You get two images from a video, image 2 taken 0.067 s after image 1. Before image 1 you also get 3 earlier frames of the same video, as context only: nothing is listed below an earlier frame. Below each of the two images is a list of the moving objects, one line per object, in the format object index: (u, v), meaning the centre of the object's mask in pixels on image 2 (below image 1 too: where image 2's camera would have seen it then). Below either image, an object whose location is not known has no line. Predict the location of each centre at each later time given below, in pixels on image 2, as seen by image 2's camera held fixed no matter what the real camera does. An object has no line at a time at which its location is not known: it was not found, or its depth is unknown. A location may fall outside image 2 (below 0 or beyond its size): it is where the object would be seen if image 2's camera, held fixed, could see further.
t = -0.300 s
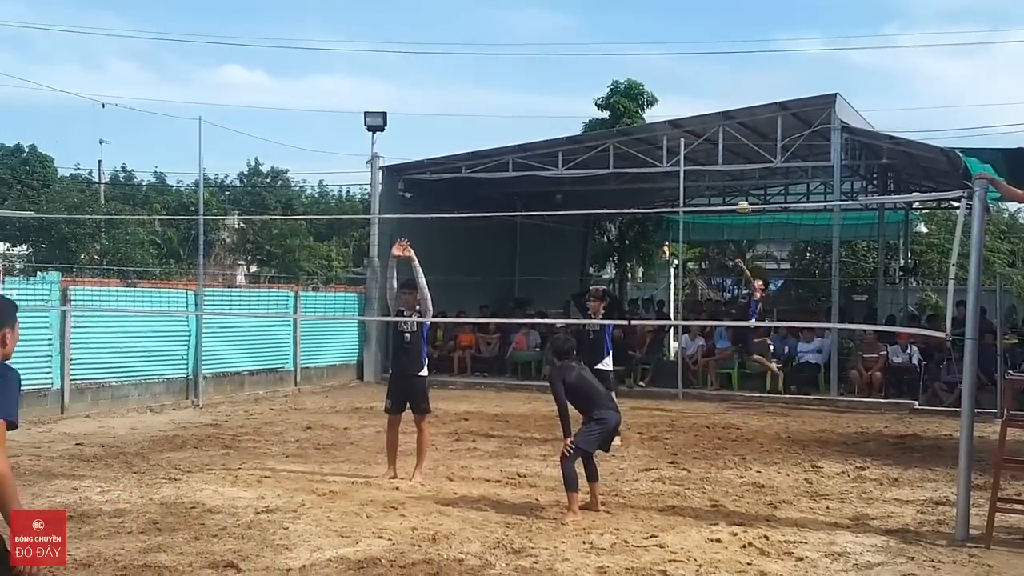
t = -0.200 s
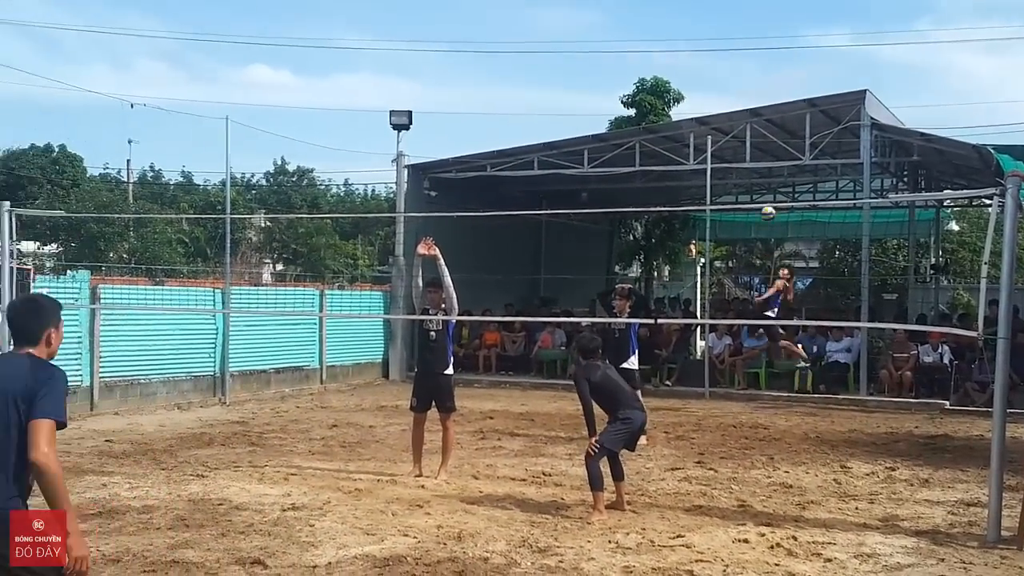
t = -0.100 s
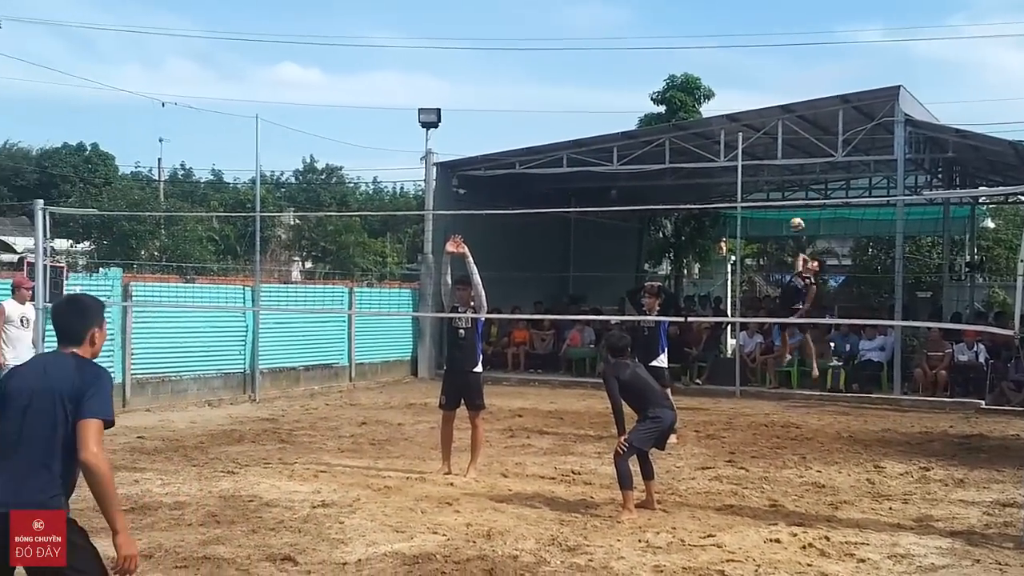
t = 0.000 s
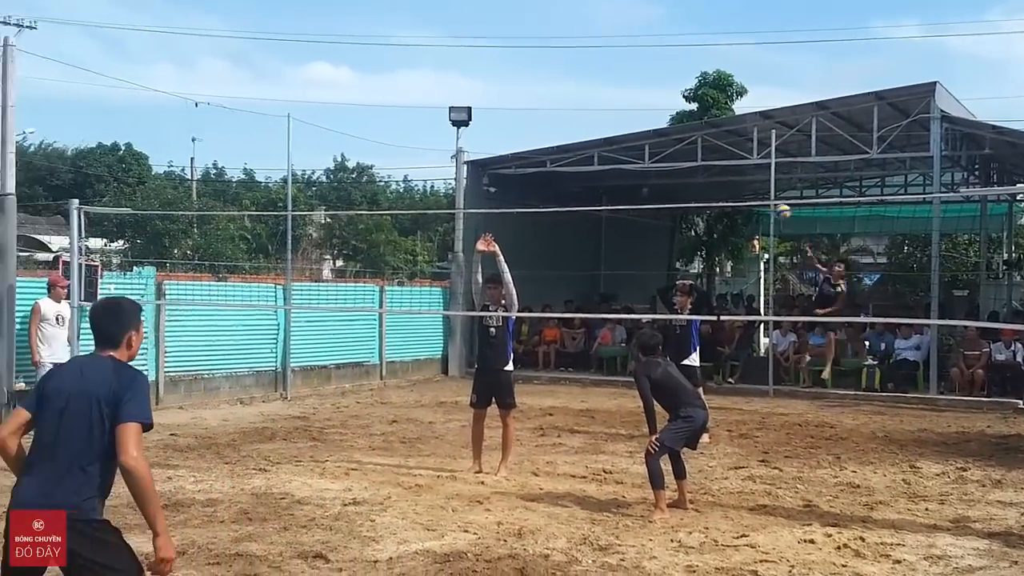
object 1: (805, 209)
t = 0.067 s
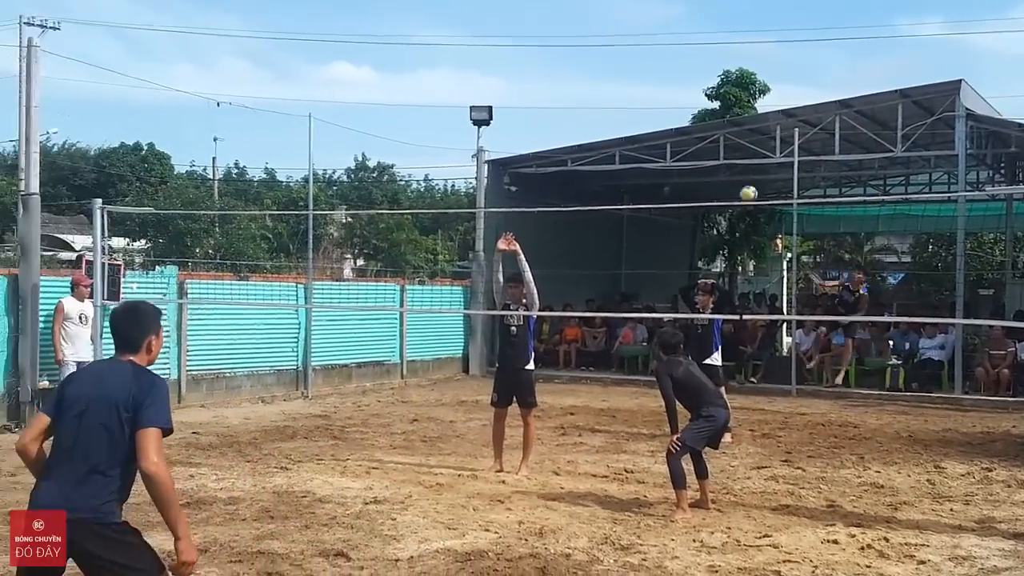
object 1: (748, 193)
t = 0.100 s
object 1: (717, 188)
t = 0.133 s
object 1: (684, 182)
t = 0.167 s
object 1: (650, 178)
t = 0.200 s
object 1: (613, 177)
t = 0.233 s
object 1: (573, 176)
